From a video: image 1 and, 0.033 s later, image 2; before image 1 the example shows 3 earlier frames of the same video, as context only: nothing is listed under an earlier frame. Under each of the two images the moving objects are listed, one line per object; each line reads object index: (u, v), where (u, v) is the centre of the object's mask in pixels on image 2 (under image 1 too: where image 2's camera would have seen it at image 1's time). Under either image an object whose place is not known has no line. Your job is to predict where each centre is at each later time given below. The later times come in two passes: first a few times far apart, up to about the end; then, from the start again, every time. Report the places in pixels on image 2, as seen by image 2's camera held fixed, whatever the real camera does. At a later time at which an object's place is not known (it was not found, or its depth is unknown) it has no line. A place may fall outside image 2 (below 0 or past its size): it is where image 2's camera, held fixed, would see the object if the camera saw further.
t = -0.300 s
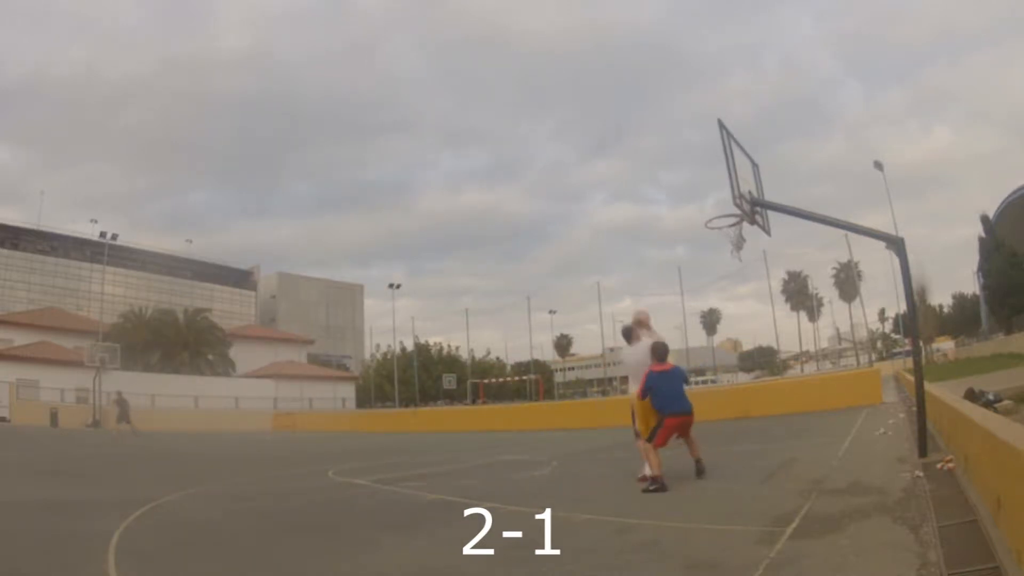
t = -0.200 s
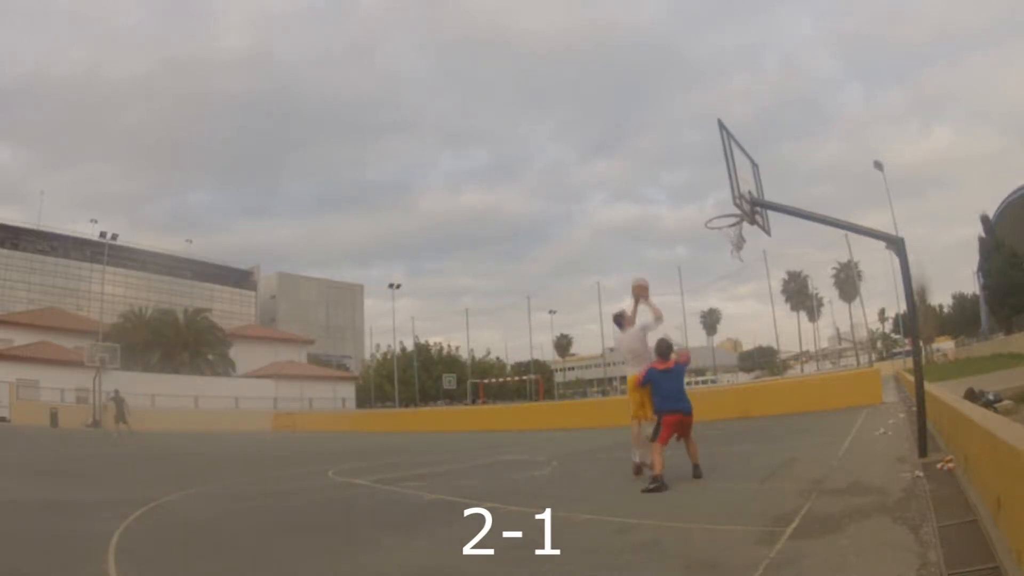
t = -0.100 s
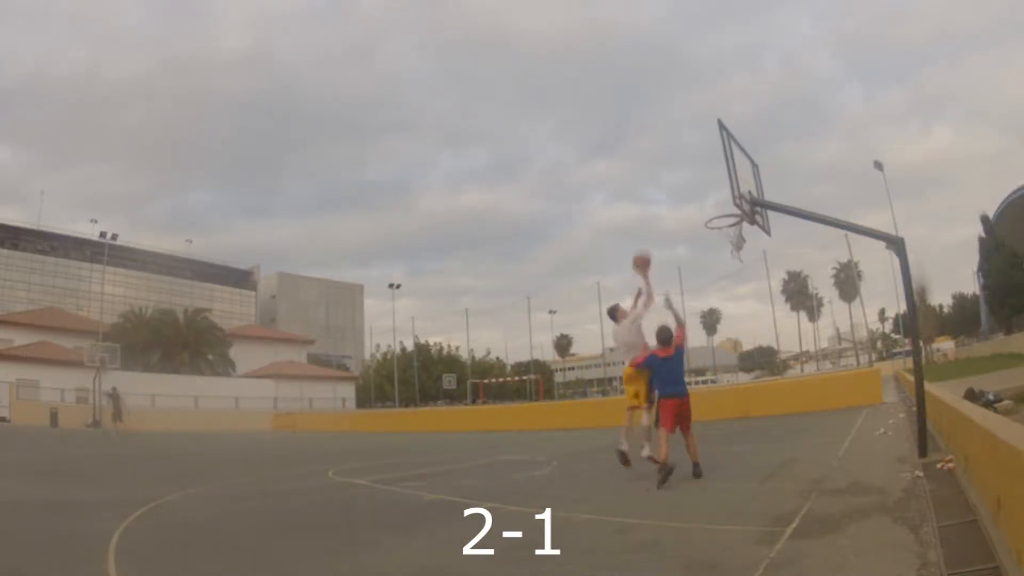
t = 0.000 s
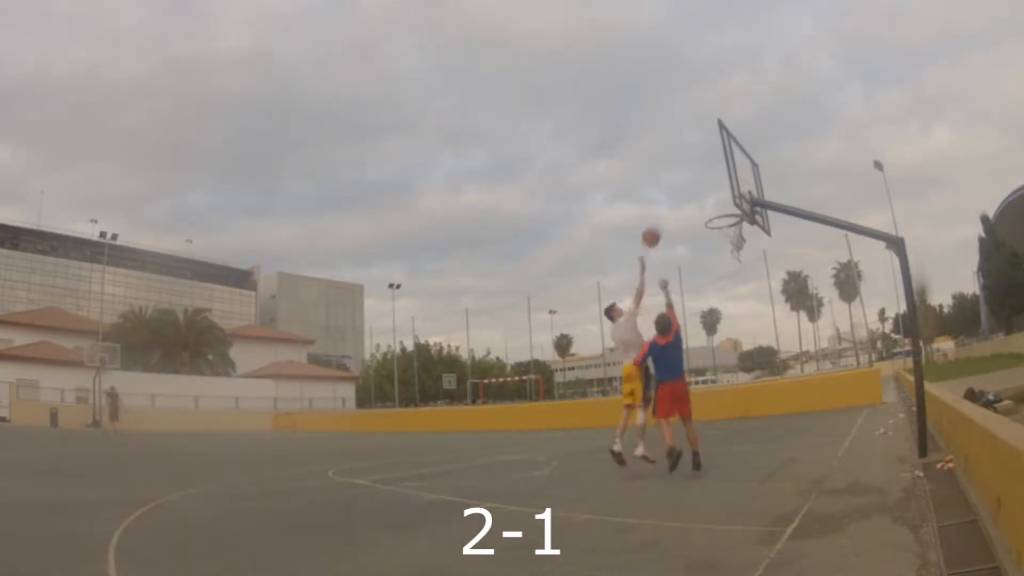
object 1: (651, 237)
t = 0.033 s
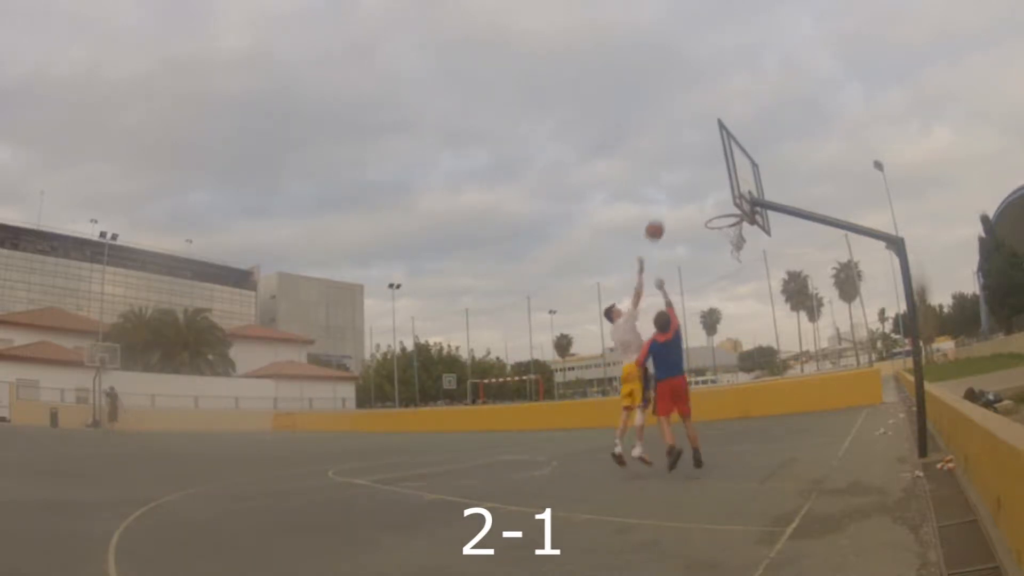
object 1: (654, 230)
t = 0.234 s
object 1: (677, 206)
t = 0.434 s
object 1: (704, 212)
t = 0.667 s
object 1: (730, 234)
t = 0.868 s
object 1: (737, 241)
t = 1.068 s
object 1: (730, 261)
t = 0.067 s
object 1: (658, 224)
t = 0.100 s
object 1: (662, 219)
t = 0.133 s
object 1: (666, 214)
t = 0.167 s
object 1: (669, 211)
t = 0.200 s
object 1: (673, 208)
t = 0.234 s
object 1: (677, 206)
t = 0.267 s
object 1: (681, 205)
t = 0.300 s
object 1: (686, 205)
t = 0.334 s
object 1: (690, 205)
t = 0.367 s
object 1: (694, 207)
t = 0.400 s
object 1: (699, 209)
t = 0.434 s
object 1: (704, 212)
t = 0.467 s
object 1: (708, 216)
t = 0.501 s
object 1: (712, 218)
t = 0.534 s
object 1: (716, 219)
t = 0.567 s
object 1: (720, 221)
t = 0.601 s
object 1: (724, 224)
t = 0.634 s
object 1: (727, 228)
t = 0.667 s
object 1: (730, 234)
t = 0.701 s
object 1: (736, 238)
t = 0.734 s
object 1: (738, 239)
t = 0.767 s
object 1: (737, 239)
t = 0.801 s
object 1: (737, 239)
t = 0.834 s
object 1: (737, 240)
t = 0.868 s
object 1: (737, 241)
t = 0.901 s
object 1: (736, 243)
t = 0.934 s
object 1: (734, 245)
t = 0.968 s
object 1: (732, 247)
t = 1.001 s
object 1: (731, 251)
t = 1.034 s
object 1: (730, 256)
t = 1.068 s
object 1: (730, 261)
